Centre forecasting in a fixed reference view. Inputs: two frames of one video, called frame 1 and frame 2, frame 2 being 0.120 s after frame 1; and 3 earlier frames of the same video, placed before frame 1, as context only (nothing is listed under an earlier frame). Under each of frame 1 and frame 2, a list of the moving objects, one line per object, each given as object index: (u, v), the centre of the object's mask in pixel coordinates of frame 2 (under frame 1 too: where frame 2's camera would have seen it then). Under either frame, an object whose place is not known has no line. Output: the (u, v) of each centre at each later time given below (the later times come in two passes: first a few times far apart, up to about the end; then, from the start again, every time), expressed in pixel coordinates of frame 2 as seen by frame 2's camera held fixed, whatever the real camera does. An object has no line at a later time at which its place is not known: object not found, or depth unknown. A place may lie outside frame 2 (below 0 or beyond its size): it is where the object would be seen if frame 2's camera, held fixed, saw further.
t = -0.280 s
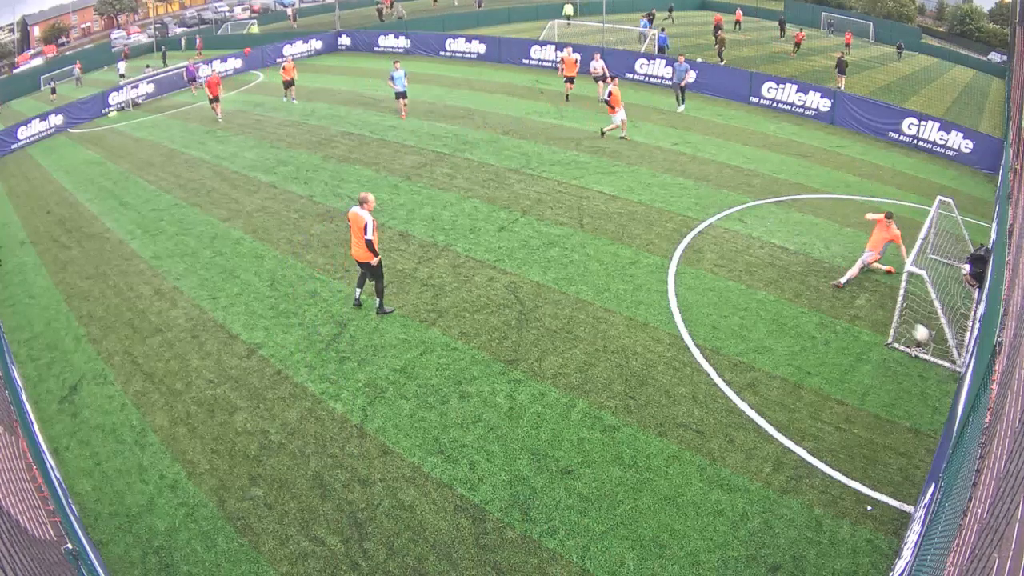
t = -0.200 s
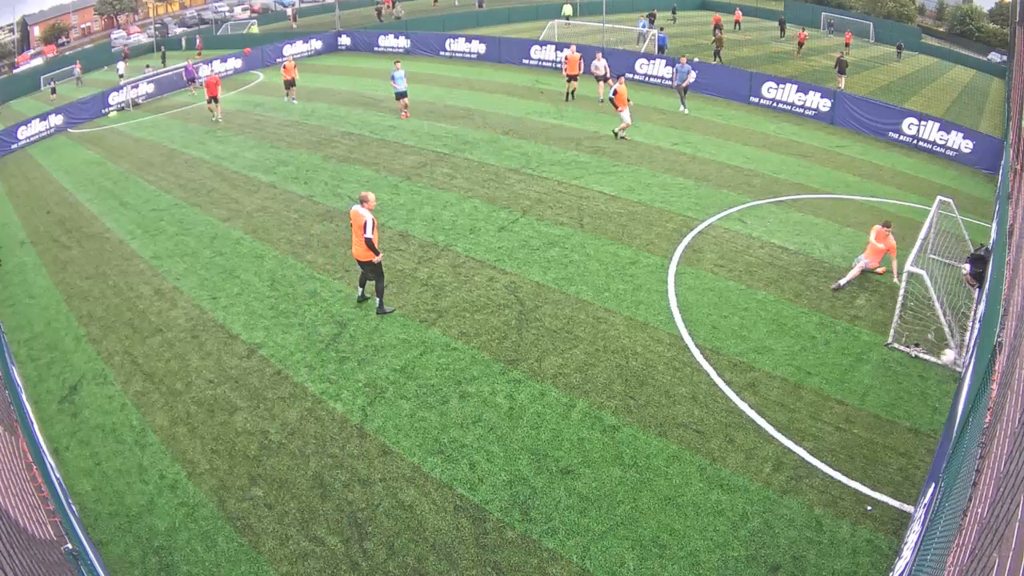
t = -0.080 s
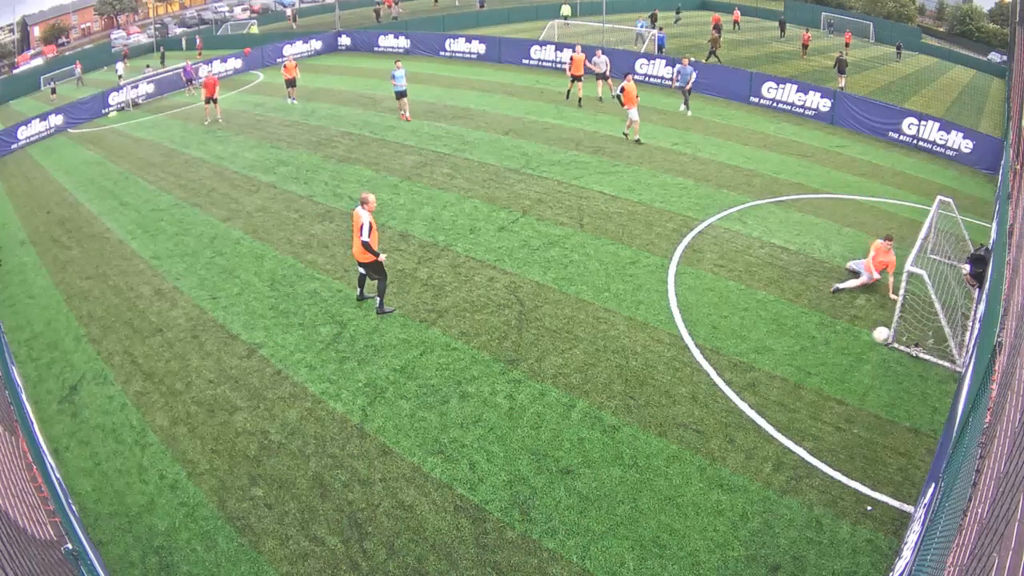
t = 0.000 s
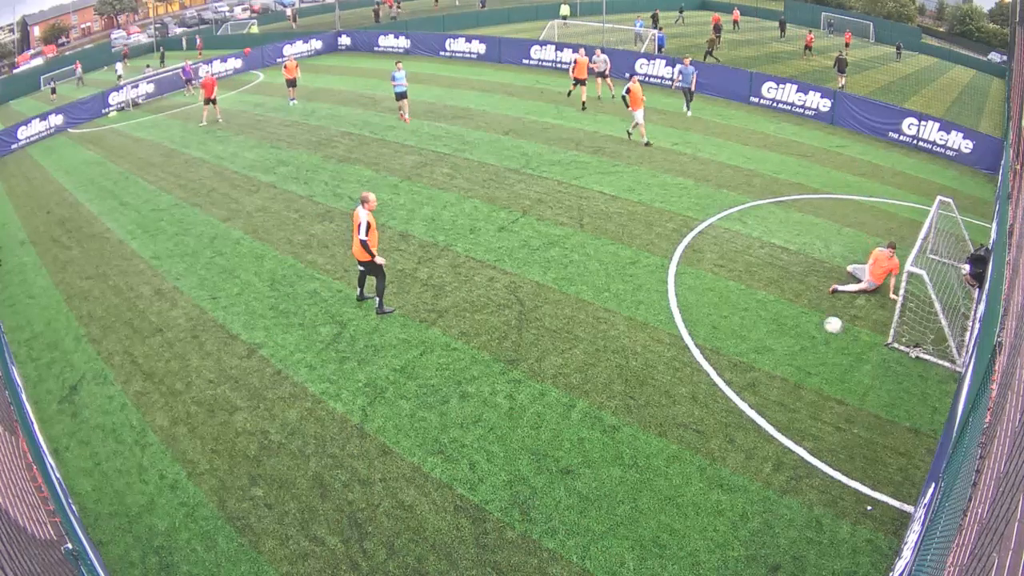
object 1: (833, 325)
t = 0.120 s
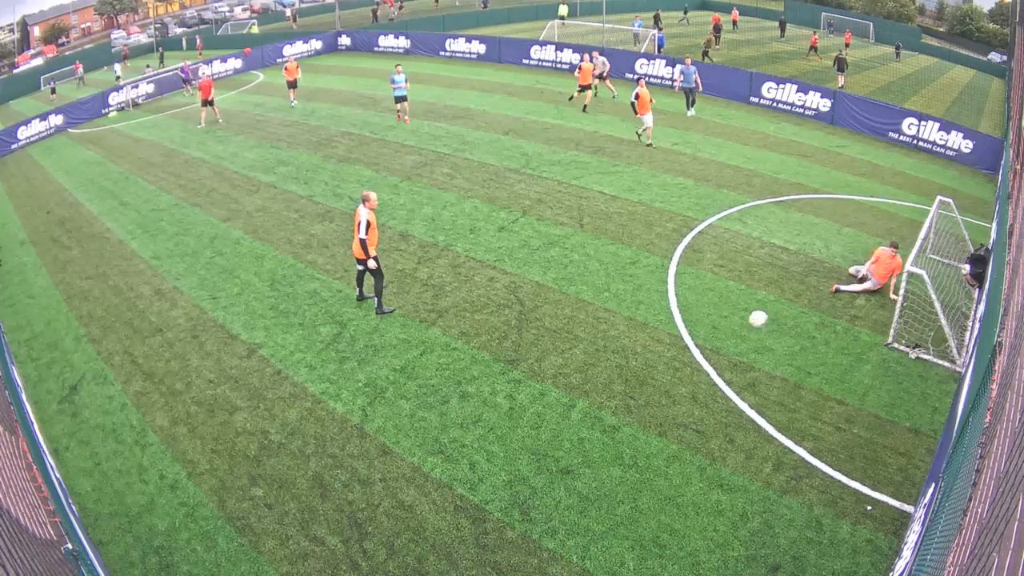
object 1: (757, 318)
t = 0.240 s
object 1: (685, 317)
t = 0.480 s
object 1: (575, 281)
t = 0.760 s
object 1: (462, 278)
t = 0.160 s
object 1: (732, 319)
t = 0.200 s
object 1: (707, 321)
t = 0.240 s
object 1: (685, 317)
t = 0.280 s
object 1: (666, 308)
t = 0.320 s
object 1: (649, 300)
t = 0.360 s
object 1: (630, 293)
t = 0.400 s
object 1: (611, 288)
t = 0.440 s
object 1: (593, 284)
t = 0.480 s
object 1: (575, 281)
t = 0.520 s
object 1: (558, 279)
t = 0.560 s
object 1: (539, 279)
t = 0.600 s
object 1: (522, 279)
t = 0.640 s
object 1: (505, 280)
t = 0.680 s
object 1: (488, 283)
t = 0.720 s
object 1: (474, 283)
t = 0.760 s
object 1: (462, 278)
